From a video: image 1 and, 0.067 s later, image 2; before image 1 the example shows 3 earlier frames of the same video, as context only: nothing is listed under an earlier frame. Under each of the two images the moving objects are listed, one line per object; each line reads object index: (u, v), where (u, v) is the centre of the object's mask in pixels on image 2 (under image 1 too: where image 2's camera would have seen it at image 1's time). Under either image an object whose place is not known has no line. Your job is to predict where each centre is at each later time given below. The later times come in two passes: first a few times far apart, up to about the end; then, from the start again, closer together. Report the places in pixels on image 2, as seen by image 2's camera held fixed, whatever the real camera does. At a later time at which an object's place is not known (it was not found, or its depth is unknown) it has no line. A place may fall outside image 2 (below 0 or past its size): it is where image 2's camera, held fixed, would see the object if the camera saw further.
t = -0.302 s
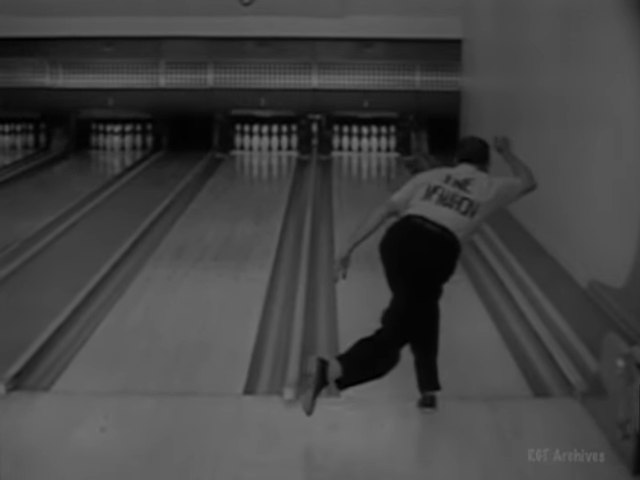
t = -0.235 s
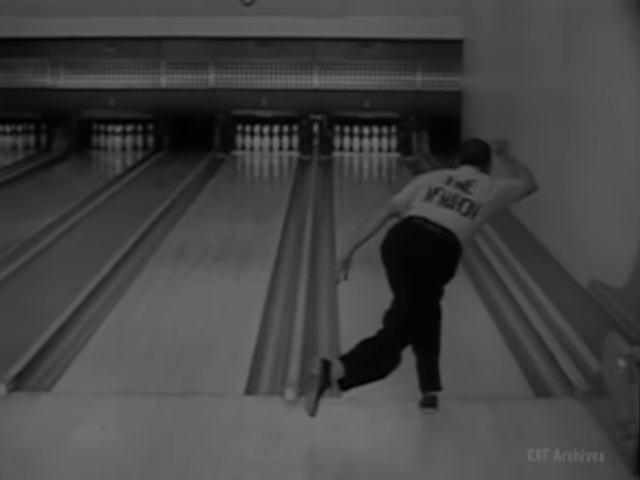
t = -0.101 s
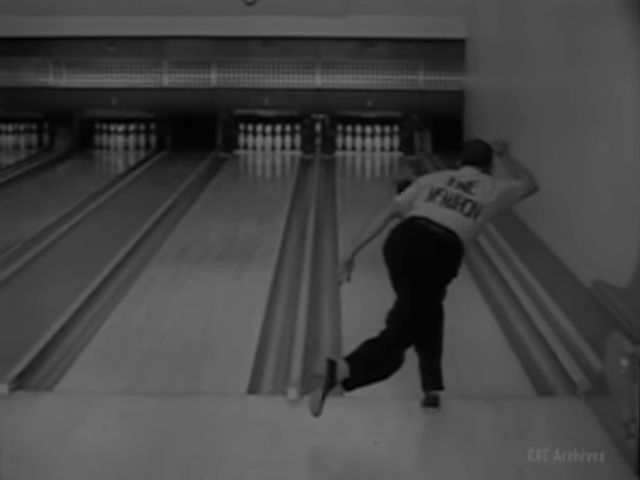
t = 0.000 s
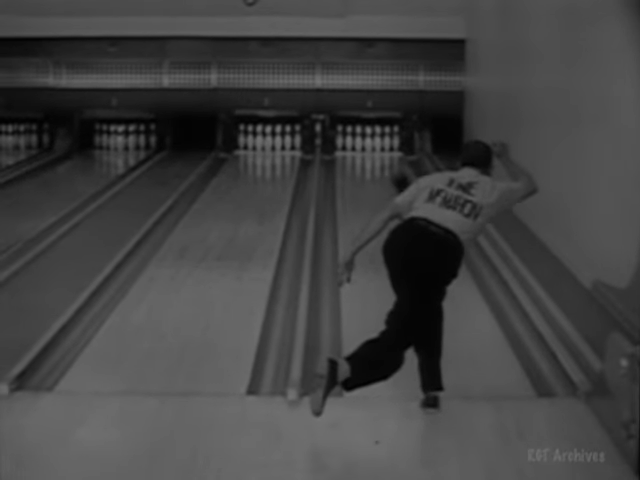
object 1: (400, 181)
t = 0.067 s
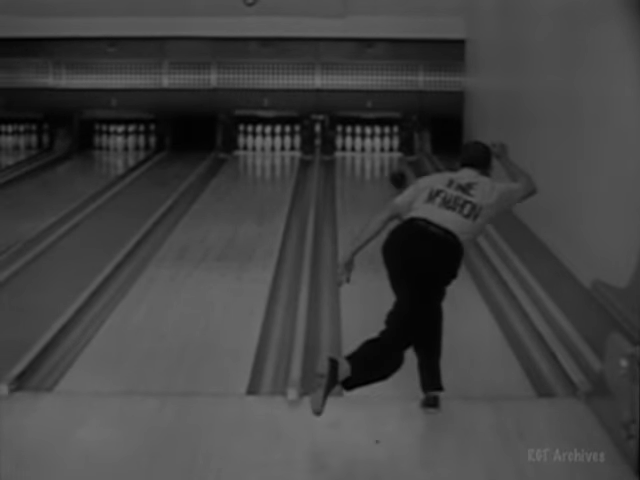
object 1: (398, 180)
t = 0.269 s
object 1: (392, 169)
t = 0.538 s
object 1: (384, 157)
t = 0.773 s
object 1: (377, 149)
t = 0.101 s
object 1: (398, 179)
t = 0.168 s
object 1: (396, 173)
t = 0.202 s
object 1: (395, 172)
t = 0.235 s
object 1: (393, 171)
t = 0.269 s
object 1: (392, 169)
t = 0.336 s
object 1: (390, 165)
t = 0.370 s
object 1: (389, 165)
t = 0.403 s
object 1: (388, 163)
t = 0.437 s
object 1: (387, 163)
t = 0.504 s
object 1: (385, 158)
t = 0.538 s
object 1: (384, 157)
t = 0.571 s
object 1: (383, 156)
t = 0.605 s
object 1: (382, 155)
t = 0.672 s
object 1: (378, 153)
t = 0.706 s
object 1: (378, 152)
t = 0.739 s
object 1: (377, 151)
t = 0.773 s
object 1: (377, 149)
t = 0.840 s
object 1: (374, 148)
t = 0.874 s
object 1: (373, 147)
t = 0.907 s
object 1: (372, 147)
